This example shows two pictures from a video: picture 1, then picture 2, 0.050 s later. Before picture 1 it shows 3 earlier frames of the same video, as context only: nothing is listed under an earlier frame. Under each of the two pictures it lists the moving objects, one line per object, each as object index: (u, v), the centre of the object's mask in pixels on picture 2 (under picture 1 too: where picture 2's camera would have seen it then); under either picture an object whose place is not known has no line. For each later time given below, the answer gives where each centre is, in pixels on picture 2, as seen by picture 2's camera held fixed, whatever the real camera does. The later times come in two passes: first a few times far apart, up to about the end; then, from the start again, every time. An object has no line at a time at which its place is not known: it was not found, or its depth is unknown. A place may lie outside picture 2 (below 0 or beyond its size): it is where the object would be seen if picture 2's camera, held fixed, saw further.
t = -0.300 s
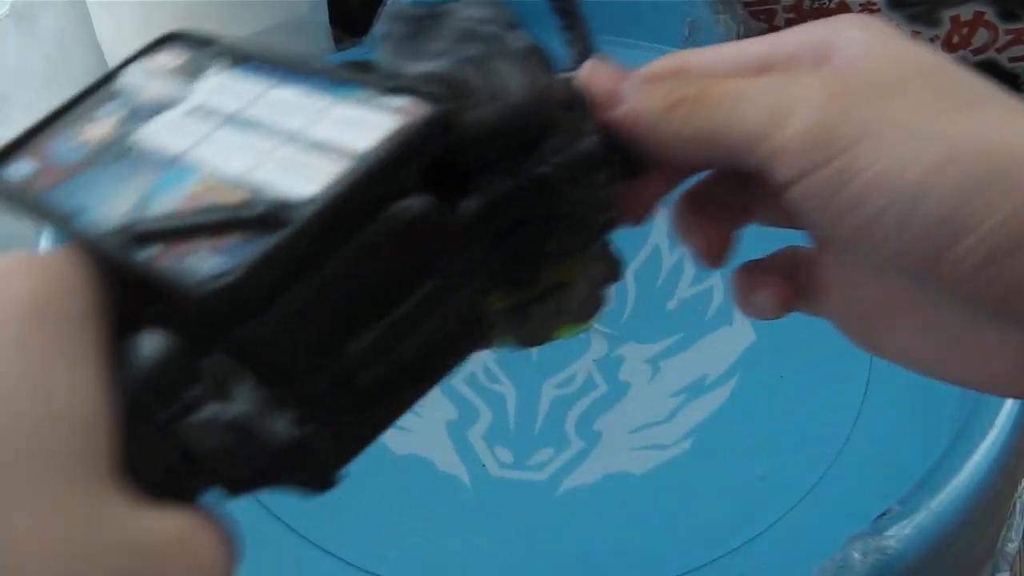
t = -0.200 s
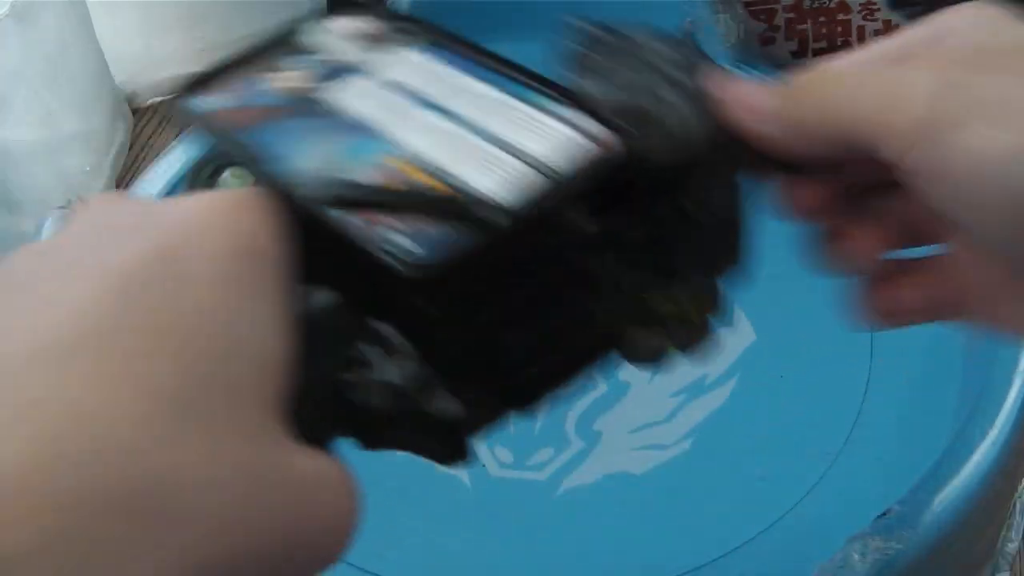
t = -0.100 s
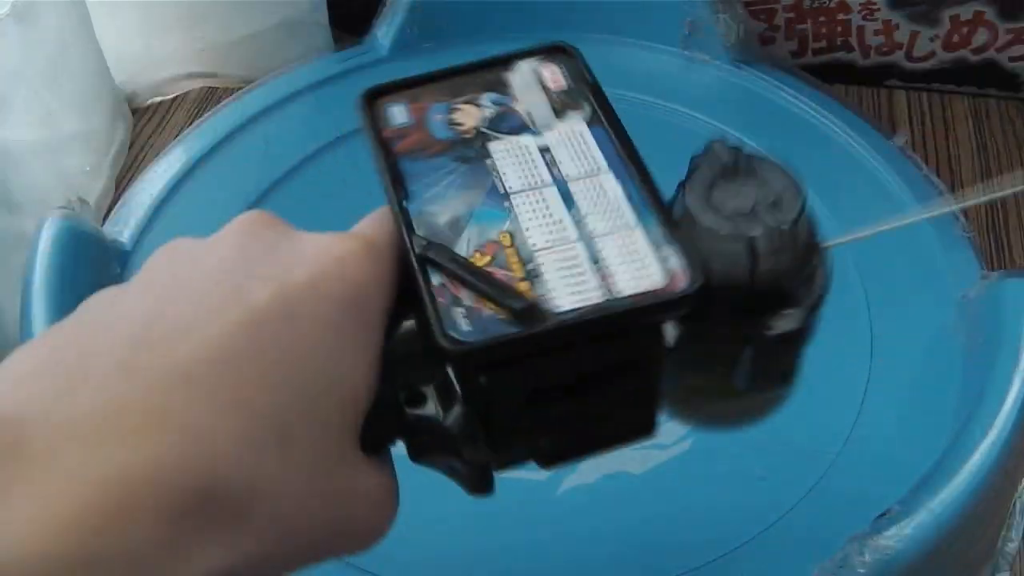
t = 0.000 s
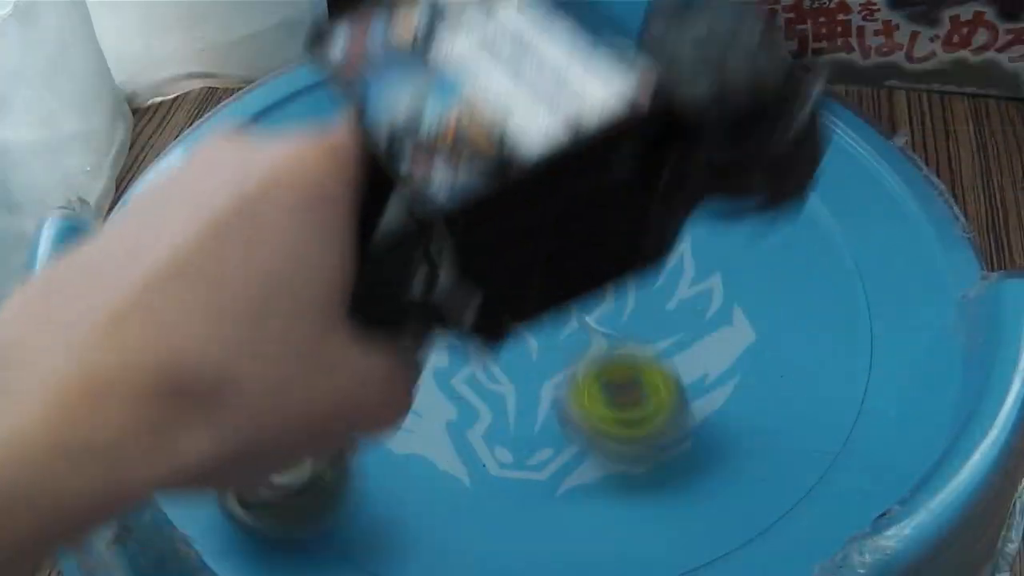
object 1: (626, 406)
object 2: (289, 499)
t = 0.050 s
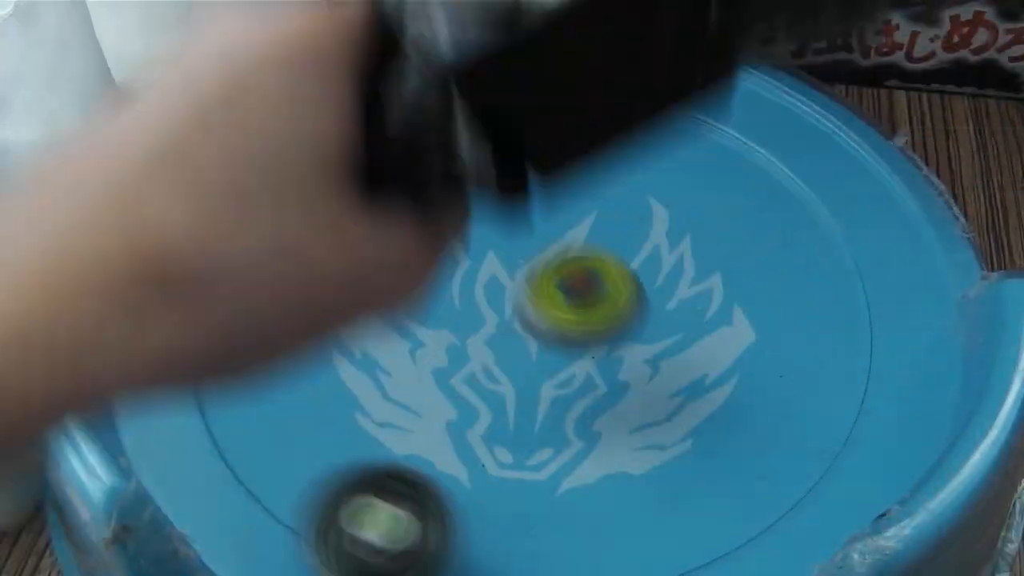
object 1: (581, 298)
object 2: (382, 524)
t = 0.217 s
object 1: (460, 150)
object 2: (796, 464)
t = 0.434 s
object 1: (370, 132)
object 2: (773, 139)
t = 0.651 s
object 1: (377, 344)
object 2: (425, 76)
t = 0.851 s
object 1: (669, 466)
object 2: (209, 276)
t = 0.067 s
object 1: (566, 274)
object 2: (423, 534)
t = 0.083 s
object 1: (551, 256)
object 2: (469, 538)
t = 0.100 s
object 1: (539, 246)
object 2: (517, 538)
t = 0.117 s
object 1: (526, 240)
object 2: (564, 537)
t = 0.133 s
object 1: (515, 239)
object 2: (612, 533)
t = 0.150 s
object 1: (506, 239)
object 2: (660, 529)
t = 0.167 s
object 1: (491, 207)
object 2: (699, 521)
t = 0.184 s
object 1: (481, 184)
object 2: (738, 507)
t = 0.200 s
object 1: (470, 164)
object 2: (770, 487)
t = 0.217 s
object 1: (460, 150)
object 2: (796, 464)
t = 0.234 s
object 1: (450, 141)
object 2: (821, 437)
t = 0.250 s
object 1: (442, 137)
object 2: (842, 410)
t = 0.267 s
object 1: (434, 137)
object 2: (854, 381)
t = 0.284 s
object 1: (426, 136)
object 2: (864, 352)
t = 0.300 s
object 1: (417, 121)
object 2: (871, 323)
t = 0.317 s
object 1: (409, 112)
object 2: (869, 296)
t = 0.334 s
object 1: (402, 107)
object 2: (862, 271)
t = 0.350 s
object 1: (396, 108)
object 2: (853, 244)
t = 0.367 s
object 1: (390, 114)
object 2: (843, 220)
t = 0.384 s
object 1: (385, 124)
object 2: (831, 196)
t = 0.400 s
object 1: (380, 132)
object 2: (818, 174)
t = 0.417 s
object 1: (375, 130)
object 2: (796, 154)
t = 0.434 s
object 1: (370, 132)
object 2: (773, 139)
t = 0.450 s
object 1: (366, 140)
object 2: (752, 122)
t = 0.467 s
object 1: (363, 152)
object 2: (729, 108)
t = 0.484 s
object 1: (361, 171)
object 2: (707, 95)
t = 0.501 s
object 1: (359, 184)
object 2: (680, 88)
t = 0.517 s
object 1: (356, 192)
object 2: (648, 81)
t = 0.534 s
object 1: (354, 208)
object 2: (619, 77)
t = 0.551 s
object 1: (354, 228)
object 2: (590, 73)
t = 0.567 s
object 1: (354, 254)
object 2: (560, 70)
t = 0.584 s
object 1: (355, 266)
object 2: (533, 69)
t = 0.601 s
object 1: (357, 284)
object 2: (505, 69)
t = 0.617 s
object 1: (360, 310)
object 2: (478, 70)
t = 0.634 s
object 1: (368, 326)
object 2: (451, 72)
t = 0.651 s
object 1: (377, 344)
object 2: (425, 76)
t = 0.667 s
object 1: (387, 369)
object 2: (400, 82)
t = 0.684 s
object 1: (403, 384)
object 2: (374, 90)
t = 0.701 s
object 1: (420, 405)
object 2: (350, 99)
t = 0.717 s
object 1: (440, 423)
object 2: (327, 110)
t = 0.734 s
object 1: (464, 439)
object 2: (307, 127)
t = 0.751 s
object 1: (488, 450)
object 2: (288, 144)
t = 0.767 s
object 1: (515, 461)
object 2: (271, 164)
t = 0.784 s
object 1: (543, 467)
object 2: (255, 184)
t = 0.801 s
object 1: (575, 474)
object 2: (240, 205)
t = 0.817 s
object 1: (606, 476)
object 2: (227, 227)
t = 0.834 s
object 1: (637, 473)
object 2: (216, 252)
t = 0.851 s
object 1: (669, 466)
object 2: (209, 276)
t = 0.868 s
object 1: (701, 460)
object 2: (204, 304)
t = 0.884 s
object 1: (731, 451)
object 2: (202, 332)
